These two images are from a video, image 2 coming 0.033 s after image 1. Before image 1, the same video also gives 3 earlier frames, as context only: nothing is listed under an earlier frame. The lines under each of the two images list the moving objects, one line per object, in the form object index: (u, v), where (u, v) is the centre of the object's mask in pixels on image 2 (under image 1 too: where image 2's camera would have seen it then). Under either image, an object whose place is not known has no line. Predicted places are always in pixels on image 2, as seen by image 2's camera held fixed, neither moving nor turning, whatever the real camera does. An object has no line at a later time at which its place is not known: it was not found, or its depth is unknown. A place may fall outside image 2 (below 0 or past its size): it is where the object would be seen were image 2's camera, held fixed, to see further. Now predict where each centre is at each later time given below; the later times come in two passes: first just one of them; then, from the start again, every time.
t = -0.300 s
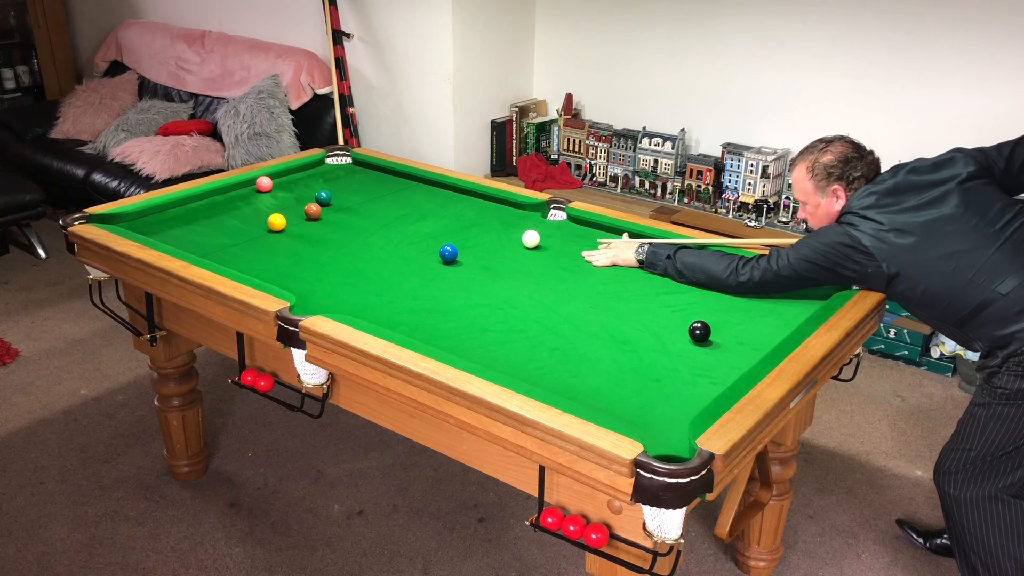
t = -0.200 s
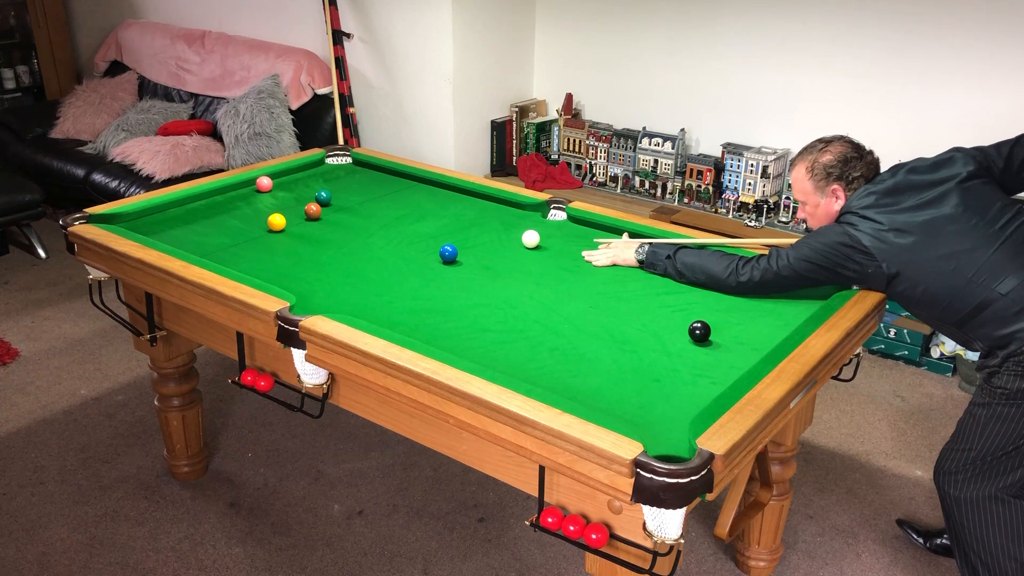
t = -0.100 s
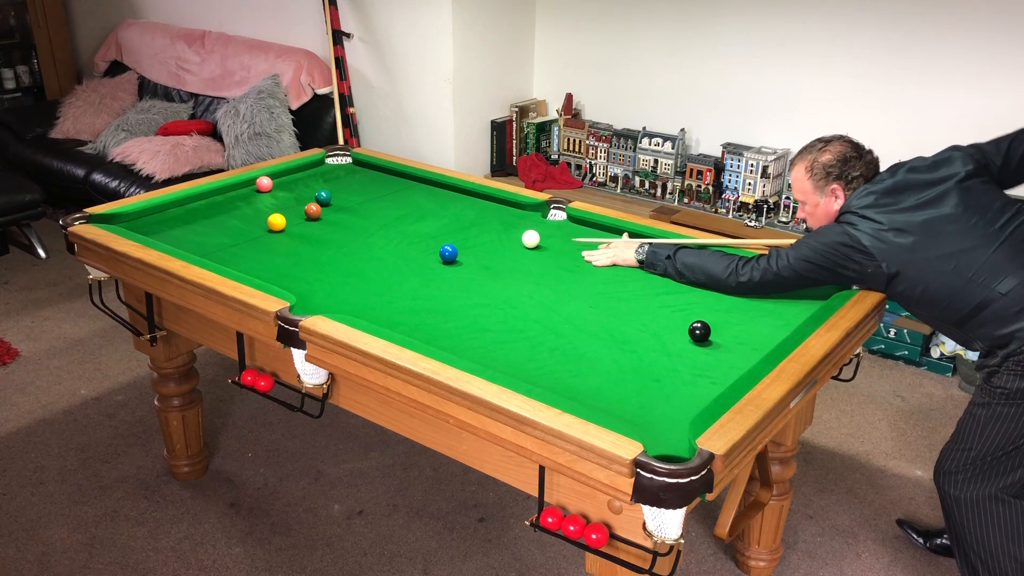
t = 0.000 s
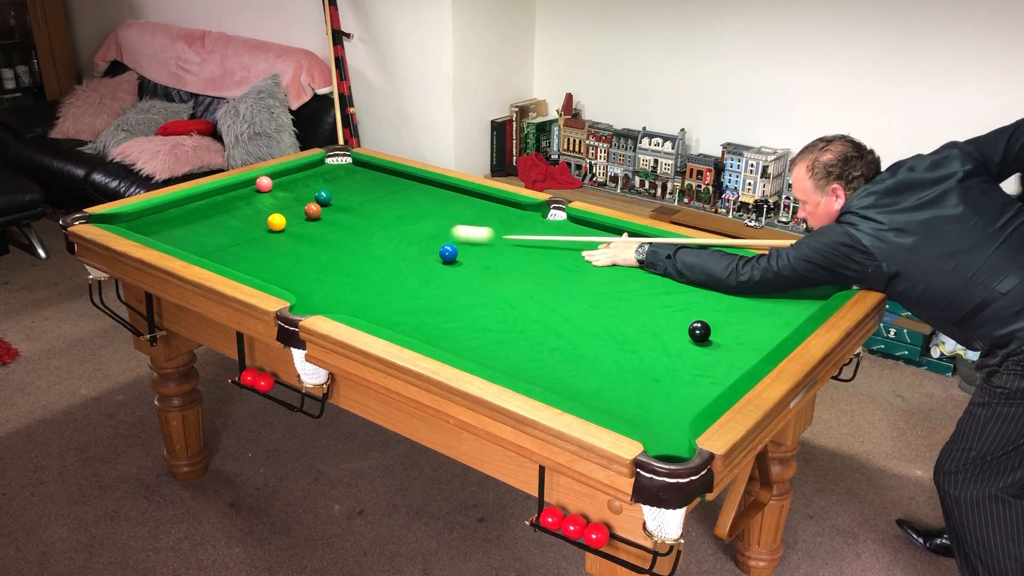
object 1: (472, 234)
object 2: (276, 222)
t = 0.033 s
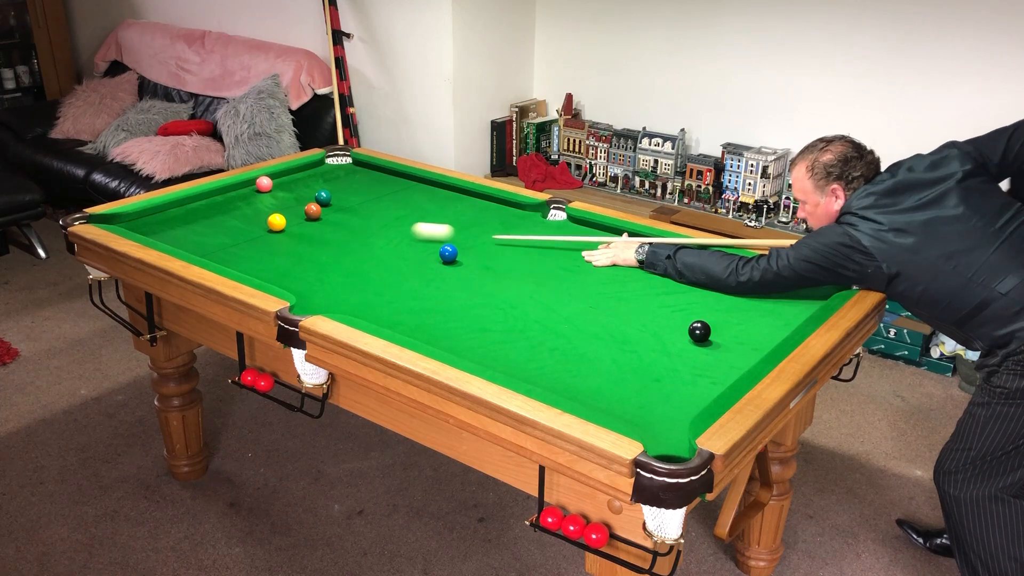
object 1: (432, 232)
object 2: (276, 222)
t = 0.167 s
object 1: (295, 221)
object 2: (267, 221)
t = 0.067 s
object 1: (394, 229)
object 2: (276, 222)
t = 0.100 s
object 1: (357, 226)
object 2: (276, 222)
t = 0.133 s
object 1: (321, 224)
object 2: (276, 222)
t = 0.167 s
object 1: (295, 221)
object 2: (267, 221)
